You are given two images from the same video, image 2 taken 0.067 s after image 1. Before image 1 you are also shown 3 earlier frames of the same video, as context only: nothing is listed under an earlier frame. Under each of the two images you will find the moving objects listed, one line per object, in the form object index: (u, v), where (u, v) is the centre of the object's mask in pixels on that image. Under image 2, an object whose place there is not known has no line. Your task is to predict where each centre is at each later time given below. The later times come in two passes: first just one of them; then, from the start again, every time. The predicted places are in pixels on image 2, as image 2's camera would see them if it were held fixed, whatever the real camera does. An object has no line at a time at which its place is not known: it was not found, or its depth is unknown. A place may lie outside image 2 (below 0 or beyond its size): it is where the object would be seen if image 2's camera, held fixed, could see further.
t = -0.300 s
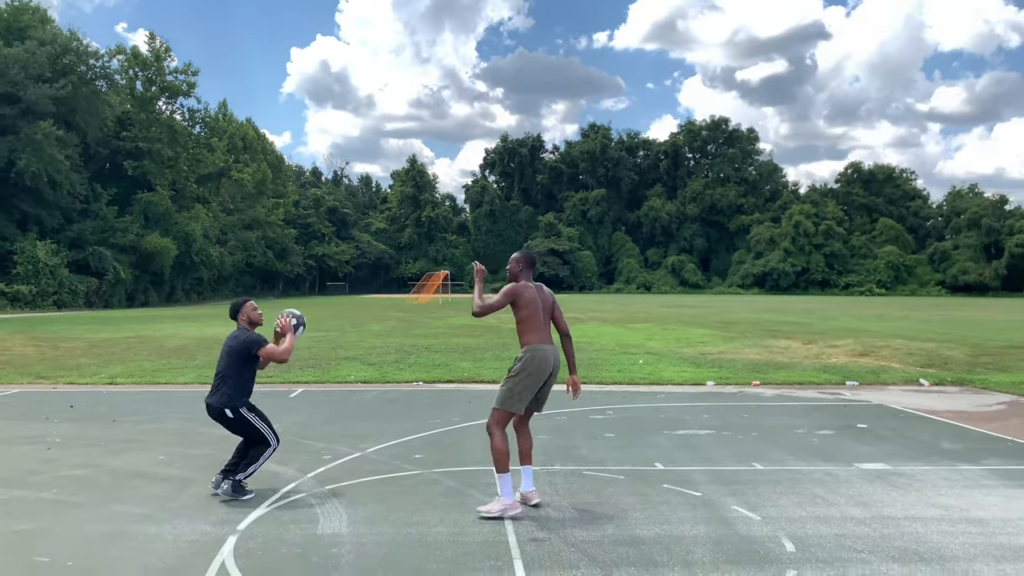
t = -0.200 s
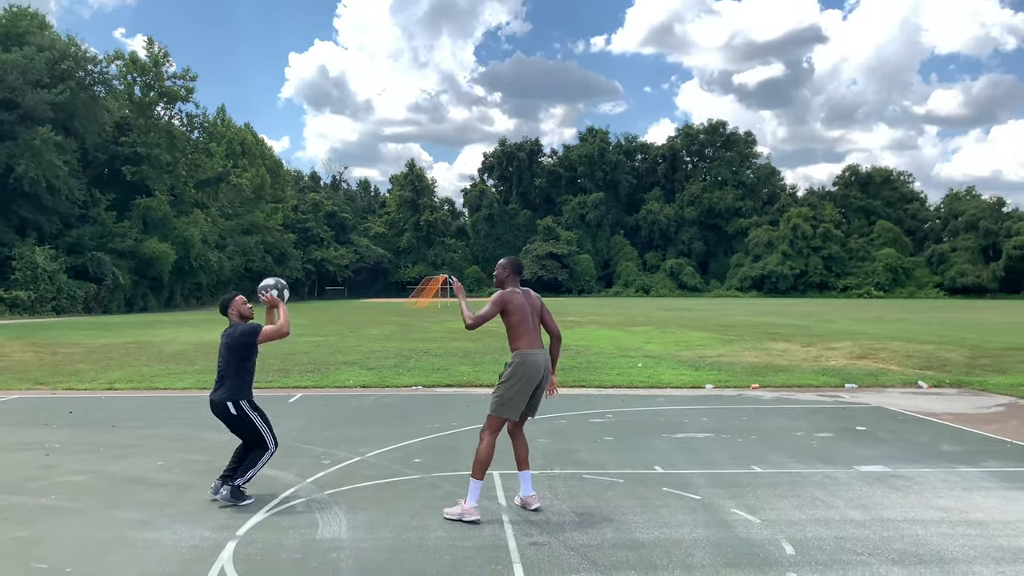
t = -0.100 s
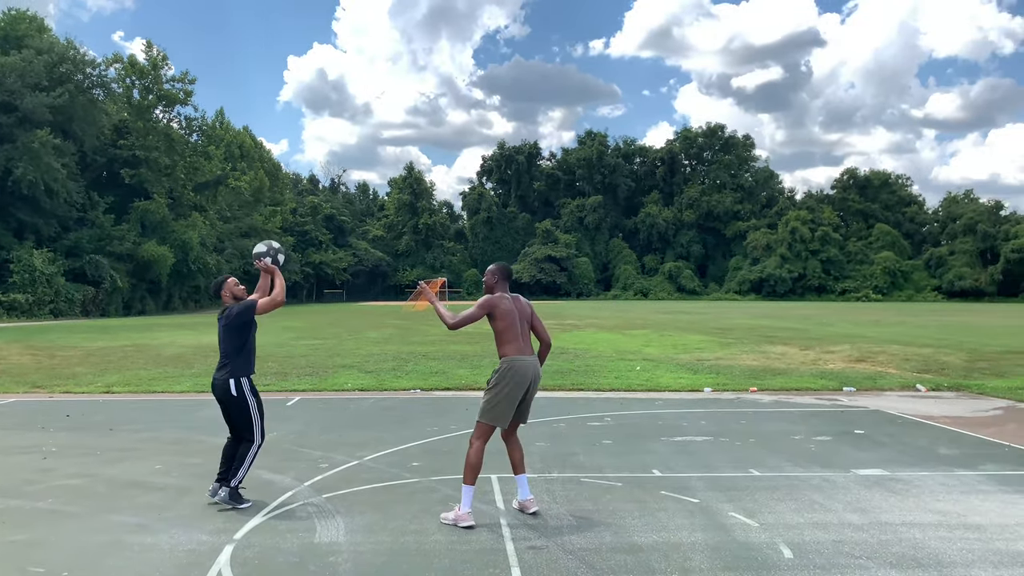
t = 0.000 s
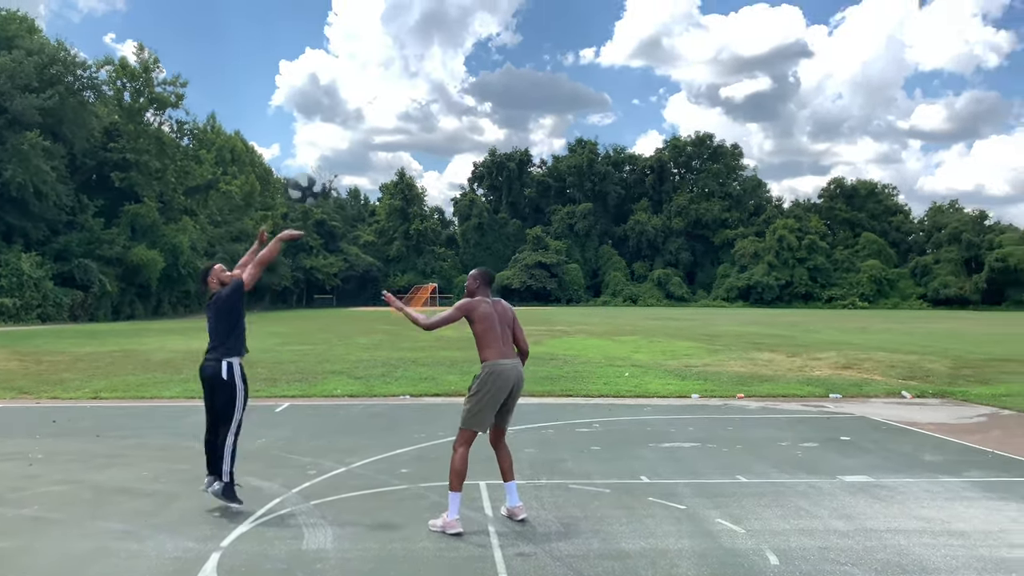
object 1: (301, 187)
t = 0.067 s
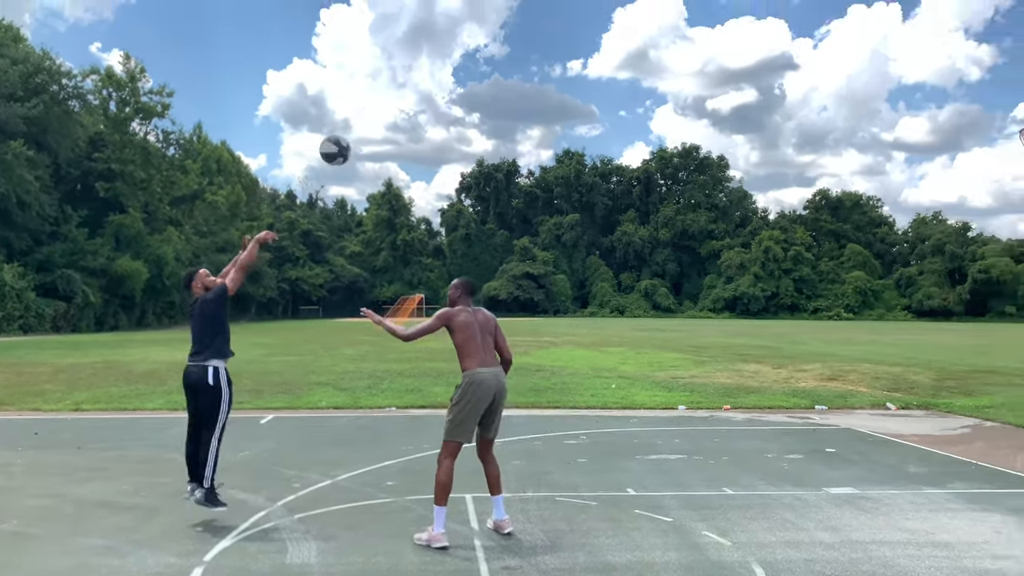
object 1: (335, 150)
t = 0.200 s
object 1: (420, 71)
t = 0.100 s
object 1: (356, 128)
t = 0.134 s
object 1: (378, 108)
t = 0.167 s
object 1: (399, 88)
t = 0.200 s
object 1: (420, 71)
